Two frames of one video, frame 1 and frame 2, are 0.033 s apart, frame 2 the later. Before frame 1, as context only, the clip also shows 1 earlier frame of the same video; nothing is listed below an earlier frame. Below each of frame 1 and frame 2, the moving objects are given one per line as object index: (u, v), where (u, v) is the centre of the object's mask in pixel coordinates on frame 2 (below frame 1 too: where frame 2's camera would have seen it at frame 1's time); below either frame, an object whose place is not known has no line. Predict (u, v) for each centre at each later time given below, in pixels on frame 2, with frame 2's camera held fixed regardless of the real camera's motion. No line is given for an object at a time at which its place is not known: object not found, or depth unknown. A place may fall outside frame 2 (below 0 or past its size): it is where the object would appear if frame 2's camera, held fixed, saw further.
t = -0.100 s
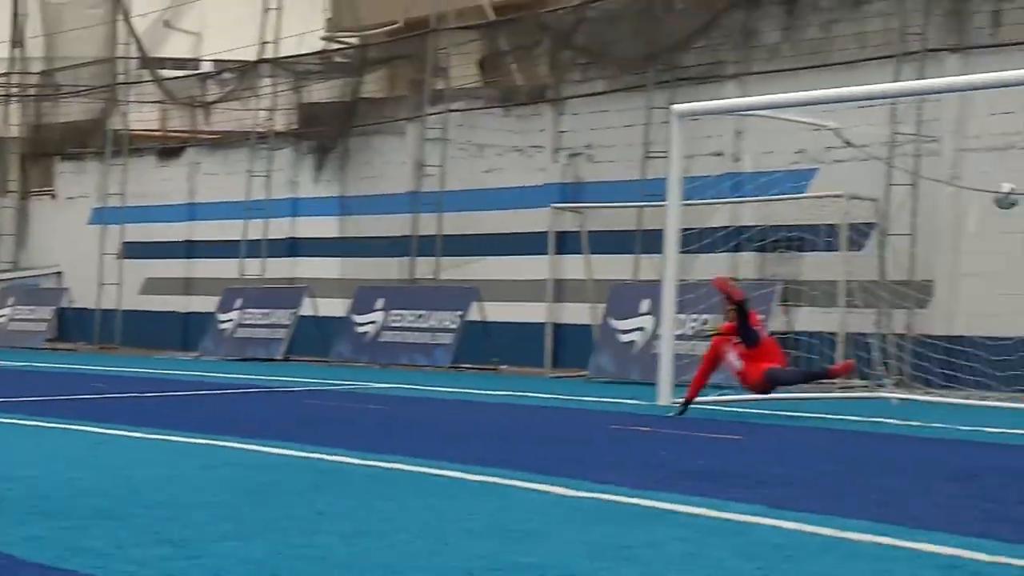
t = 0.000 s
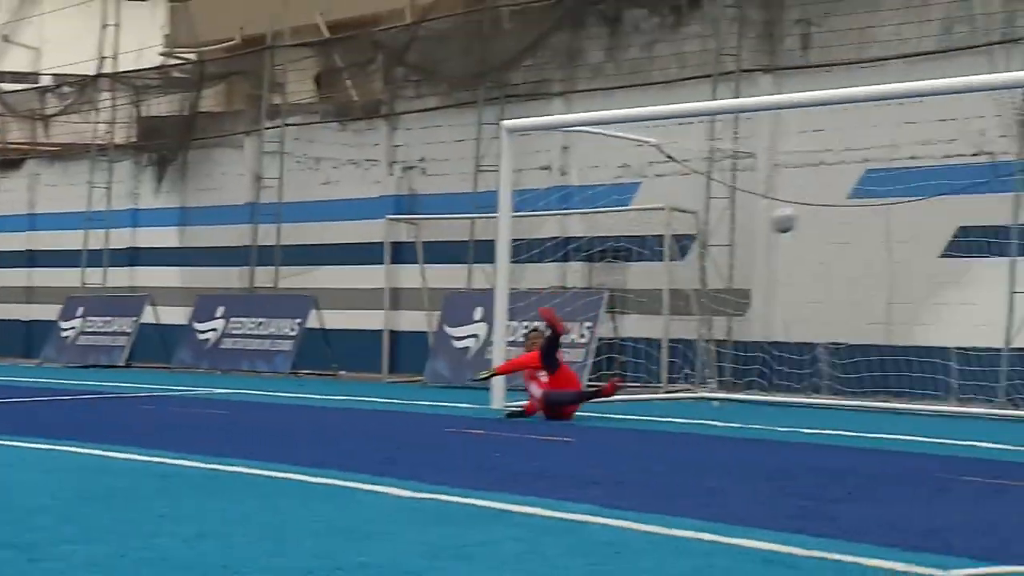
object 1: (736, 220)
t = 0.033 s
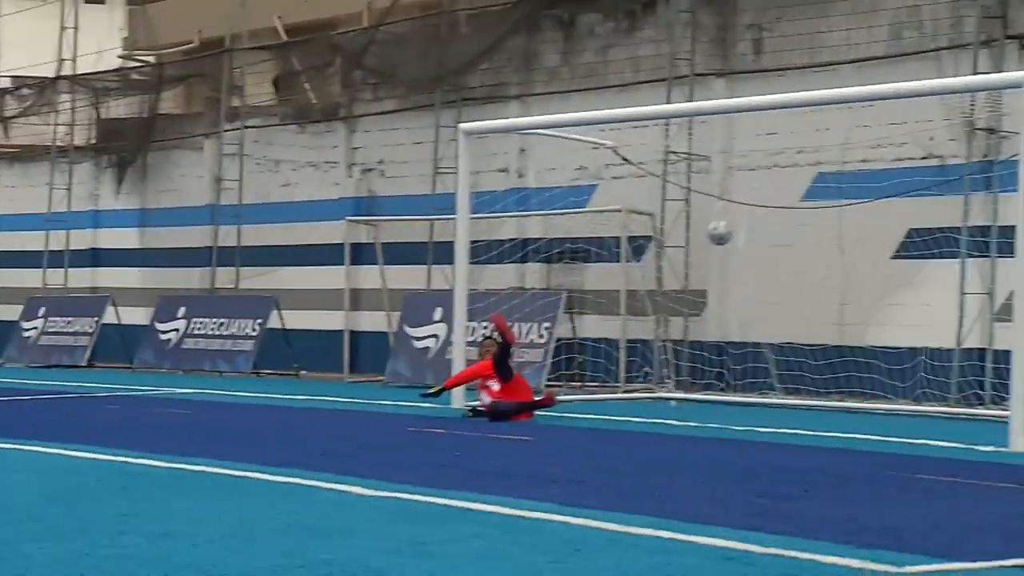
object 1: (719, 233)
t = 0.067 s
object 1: (700, 246)
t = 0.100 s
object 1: (682, 259)
